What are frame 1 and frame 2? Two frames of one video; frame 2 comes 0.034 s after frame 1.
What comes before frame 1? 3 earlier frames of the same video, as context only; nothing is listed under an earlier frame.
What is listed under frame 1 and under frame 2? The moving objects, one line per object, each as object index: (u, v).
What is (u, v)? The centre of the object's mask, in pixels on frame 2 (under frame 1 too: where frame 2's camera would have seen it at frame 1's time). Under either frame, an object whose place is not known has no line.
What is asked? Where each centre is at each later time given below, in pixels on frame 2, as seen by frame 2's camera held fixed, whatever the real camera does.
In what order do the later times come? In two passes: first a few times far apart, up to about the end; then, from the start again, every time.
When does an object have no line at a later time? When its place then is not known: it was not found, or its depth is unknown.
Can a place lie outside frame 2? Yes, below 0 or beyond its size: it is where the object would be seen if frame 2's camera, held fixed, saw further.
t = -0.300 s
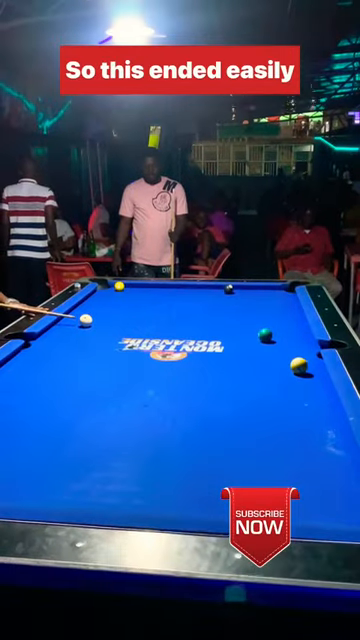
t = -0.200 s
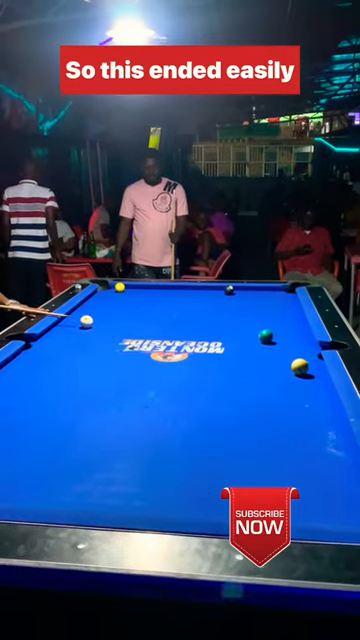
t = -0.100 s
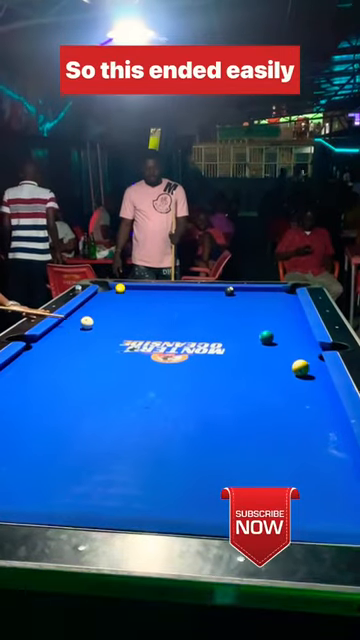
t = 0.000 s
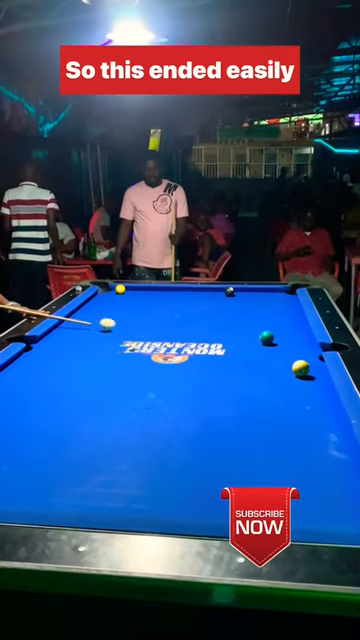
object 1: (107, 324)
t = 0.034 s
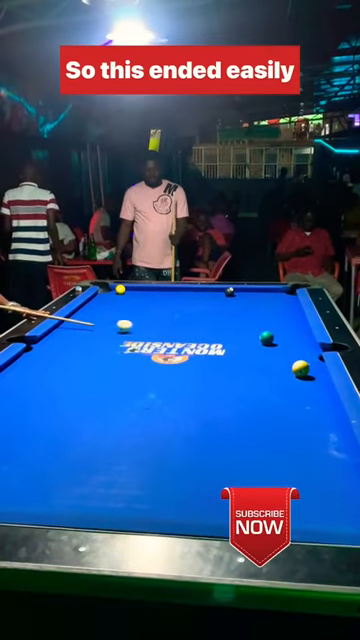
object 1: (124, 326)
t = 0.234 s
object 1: (218, 332)
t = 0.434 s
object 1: (268, 331)
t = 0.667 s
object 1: (301, 326)
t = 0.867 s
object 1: (281, 321)
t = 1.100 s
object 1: (262, 316)
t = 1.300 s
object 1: (248, 313)
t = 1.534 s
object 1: (233, 309)
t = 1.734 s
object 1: (222, 306)
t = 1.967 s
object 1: (211, 303)
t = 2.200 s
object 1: (200, 301)
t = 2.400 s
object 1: (192, 299)
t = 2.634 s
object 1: (184, 298)
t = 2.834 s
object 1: (177, 296)
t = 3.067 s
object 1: (171, 295)
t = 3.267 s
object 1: (166, 294)
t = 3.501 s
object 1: (161, 294)
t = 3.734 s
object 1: (156, 293)
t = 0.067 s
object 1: (141, 327)
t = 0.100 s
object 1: (157, 328)
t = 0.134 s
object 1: (173, 329)
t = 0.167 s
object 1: (189, 330)
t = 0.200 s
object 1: (204, 331)
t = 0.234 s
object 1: (218, 332)
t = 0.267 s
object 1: (233, 333)
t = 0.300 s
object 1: (249, 335)
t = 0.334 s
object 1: (256, 334)
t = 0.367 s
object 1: (260, 333)
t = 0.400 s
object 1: (263, 332)
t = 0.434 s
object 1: (268, 331)
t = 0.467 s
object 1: (273, 330)
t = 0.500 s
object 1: (279, 329)
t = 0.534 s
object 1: (284, 328)
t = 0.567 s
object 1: (290, 328)
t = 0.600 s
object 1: (295, 327)
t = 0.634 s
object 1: (301, 327)
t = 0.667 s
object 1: (301, 326)
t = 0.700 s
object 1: (297, 325)
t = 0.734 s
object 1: (293, 324)
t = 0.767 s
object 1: (290, 323)
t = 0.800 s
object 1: (287, 322)
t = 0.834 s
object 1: (284, 322)
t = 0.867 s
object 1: (281, 321)
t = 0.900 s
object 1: (279, 320)
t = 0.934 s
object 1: (276, 319)
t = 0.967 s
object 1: (273, 319)
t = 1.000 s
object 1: (270, 318)
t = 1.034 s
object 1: (267, 318)
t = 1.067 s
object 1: (265, 317)
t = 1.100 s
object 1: (262, 316)
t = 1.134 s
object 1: (260, 316)
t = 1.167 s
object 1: (257, 315)
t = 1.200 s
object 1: (255, 314)
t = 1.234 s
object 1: (253, 314)
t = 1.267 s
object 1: (250, 313)
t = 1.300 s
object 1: (248, 313)
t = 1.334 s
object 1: (246, 312)
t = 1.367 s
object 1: (244, 312)
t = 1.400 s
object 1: (241, 311)
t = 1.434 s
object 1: (239, 311)
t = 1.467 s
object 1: (238, 310)
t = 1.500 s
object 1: (235, 310)
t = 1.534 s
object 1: (233, 309)
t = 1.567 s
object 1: (231, 309)
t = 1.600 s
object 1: (229, 308)
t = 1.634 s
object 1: (228, 308)
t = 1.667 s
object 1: (226, 307)
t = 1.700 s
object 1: (224, 307)
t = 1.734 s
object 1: (222, 306)
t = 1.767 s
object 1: (220, 306)
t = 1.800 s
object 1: (218, 305)
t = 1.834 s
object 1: (217, 305)
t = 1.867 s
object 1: (215, 305)
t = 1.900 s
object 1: (214, 304)
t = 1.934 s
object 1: (212, 304)
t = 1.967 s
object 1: (211, 303)
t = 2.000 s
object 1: (209, 303)
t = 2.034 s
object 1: (207, 303)
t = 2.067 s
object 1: (206, 303)
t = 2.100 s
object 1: (204, 302)
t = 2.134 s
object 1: (203, 302)
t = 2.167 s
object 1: (202, 302)
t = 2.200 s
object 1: (200, 301)
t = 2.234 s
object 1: (199, 301)
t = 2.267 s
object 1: (198, 300)
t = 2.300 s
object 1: (196, 300)
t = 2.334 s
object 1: (195, 300)
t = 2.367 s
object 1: (193, 300)
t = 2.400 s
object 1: (192, 299)
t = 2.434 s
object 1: (191, 299)
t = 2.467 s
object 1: (190, 299)
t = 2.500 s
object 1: (189, 299)
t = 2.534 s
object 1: (188, 298)
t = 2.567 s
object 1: (186, 298)
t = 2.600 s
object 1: (185, 298)
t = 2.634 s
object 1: (184, 298)
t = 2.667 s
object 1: (183, 297)
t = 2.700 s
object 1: (182, 297)
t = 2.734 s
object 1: (181, 297)
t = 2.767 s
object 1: (180, 297)
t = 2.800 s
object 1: (179, 296)
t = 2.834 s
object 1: (177, 296)
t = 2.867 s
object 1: (177, 296)
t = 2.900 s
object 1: (176, 296)
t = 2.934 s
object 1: (175, 296)
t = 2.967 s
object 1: (174, 296)
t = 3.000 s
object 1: (173, 296)
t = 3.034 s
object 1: (172, 295)
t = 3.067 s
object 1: (171, 295)
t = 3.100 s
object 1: (170, 295)
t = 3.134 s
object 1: (169, 295)
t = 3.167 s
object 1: (169, 295)
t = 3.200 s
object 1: (168, 294)
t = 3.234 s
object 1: (167, 294)
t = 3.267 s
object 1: (166, 294)
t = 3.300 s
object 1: (165, 294)
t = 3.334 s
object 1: (165, 294)
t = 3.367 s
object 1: (164, 294)
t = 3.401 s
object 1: (163, 294)
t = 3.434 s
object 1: (162, 294)
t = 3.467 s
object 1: (161, 294)
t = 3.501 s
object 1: (161, 294)
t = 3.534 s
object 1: (160, 294)
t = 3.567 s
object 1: (160, 294)
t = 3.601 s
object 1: (159, 293)
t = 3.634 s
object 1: (158, 293)
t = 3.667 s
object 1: (157, 293)
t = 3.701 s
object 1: (157, 293)
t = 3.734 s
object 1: (156, 293)
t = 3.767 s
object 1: (156, 293)
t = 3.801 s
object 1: (155, 293)
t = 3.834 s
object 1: (155, 293)
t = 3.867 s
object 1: (154, 293)
